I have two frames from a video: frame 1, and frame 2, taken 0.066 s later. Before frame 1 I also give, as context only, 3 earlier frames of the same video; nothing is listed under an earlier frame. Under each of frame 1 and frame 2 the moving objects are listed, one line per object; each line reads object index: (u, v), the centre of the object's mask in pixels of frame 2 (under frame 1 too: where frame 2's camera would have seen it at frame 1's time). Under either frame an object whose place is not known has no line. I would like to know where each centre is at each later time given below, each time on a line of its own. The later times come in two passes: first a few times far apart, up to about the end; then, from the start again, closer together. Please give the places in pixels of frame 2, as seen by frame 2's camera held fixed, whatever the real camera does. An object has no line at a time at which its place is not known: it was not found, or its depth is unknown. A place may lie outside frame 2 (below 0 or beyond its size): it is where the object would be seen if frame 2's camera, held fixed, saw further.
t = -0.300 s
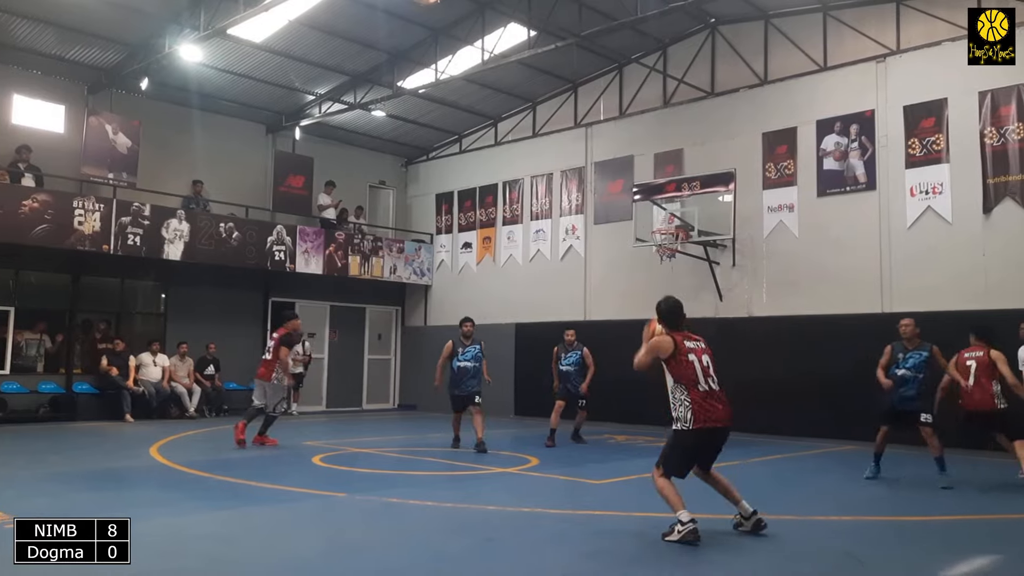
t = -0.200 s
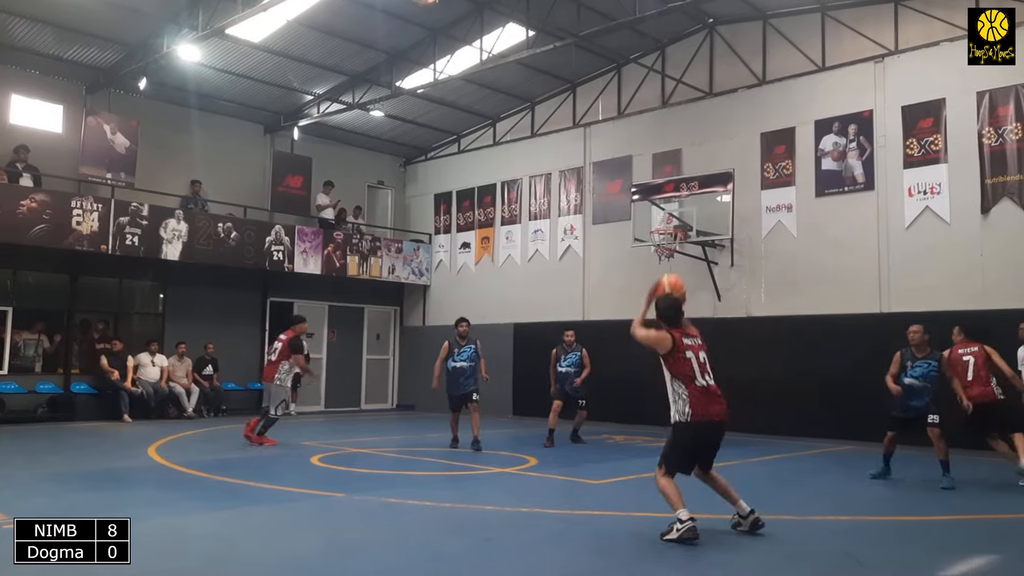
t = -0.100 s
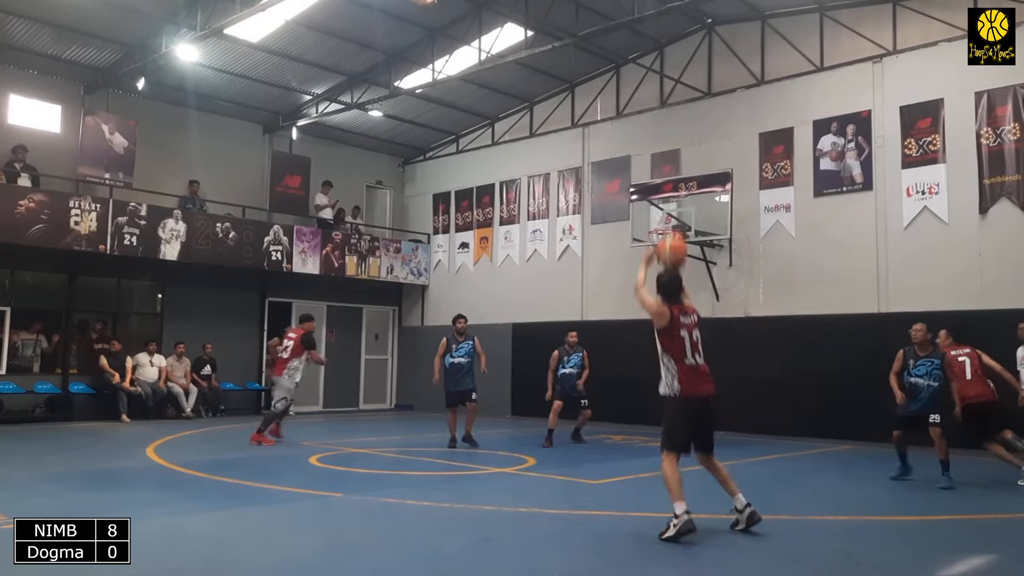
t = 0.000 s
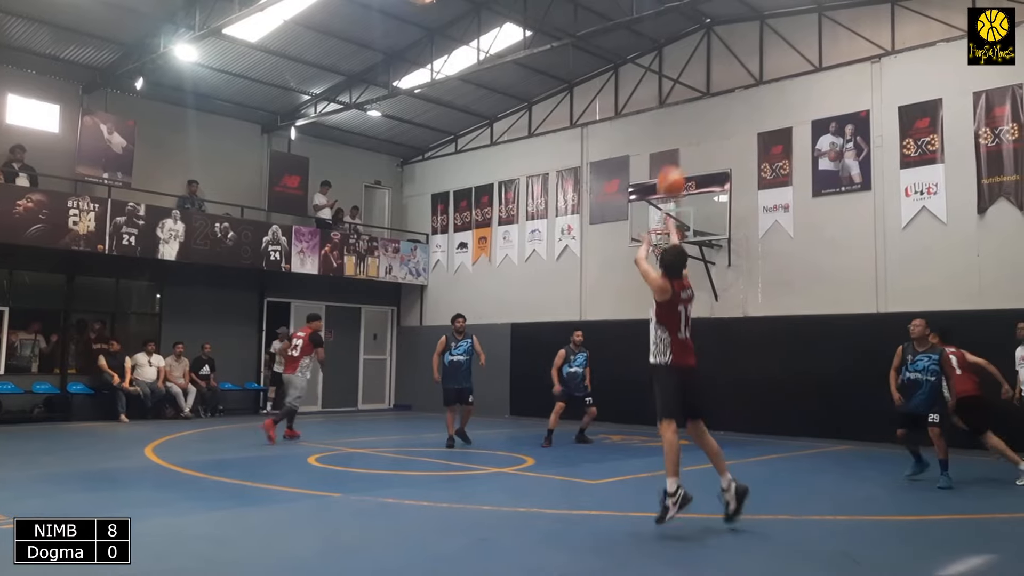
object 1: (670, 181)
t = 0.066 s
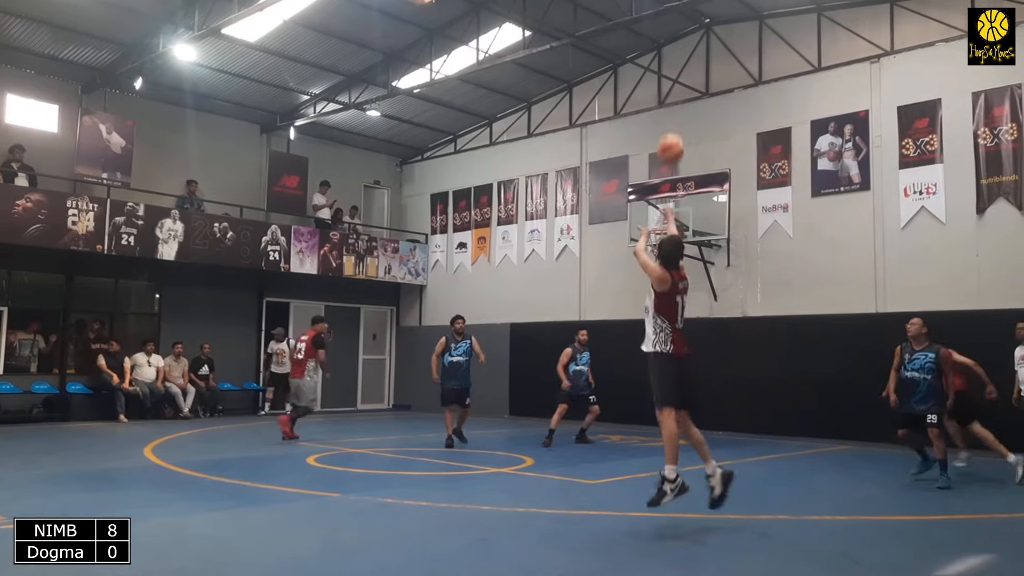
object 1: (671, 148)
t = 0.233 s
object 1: (671, 96)
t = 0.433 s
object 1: (670, 80)
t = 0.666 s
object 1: (669, 102)
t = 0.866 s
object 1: (669, 147)
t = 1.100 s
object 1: (667, 223)
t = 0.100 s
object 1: (670, 133)
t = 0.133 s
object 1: (671, 121)
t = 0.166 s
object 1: (671, 112)
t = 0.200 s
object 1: (671, 104)
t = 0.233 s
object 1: (671, 96)
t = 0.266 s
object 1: (671, 90)
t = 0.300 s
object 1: (671, 85)
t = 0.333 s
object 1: (670, 83)
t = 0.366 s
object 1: (670, 81)
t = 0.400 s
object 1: (670, 80)
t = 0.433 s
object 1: (670, 80)
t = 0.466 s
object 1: (670, 80)
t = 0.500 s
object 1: (670, 82)
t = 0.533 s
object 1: (670, 85)
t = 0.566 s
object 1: (669, 88)
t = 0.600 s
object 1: (670, 92)
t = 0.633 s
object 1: (670, 97)
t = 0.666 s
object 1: (669, 102)
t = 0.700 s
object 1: (669, 109)
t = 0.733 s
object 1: (669, 116)
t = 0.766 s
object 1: (669, 123)
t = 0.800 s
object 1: (669, 131)
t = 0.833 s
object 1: (668, 139)
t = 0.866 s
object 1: (669, 147)
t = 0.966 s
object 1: (667, 176)
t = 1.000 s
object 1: (667, 187)
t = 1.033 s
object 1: (667, 199)
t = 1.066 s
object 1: (667, 211)
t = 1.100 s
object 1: (667, 223)
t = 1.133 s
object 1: (665, 234)
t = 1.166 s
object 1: (657, 241)
